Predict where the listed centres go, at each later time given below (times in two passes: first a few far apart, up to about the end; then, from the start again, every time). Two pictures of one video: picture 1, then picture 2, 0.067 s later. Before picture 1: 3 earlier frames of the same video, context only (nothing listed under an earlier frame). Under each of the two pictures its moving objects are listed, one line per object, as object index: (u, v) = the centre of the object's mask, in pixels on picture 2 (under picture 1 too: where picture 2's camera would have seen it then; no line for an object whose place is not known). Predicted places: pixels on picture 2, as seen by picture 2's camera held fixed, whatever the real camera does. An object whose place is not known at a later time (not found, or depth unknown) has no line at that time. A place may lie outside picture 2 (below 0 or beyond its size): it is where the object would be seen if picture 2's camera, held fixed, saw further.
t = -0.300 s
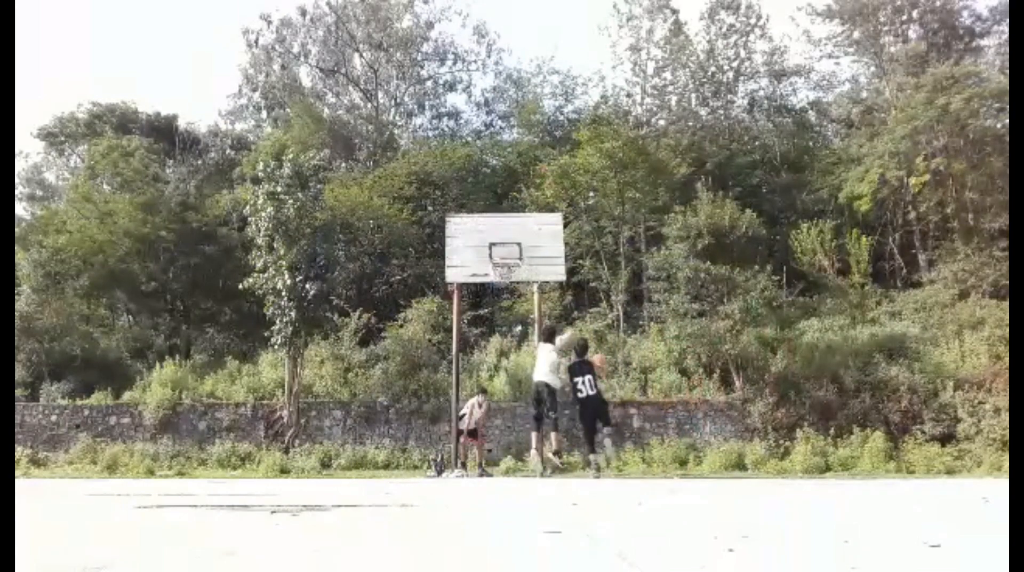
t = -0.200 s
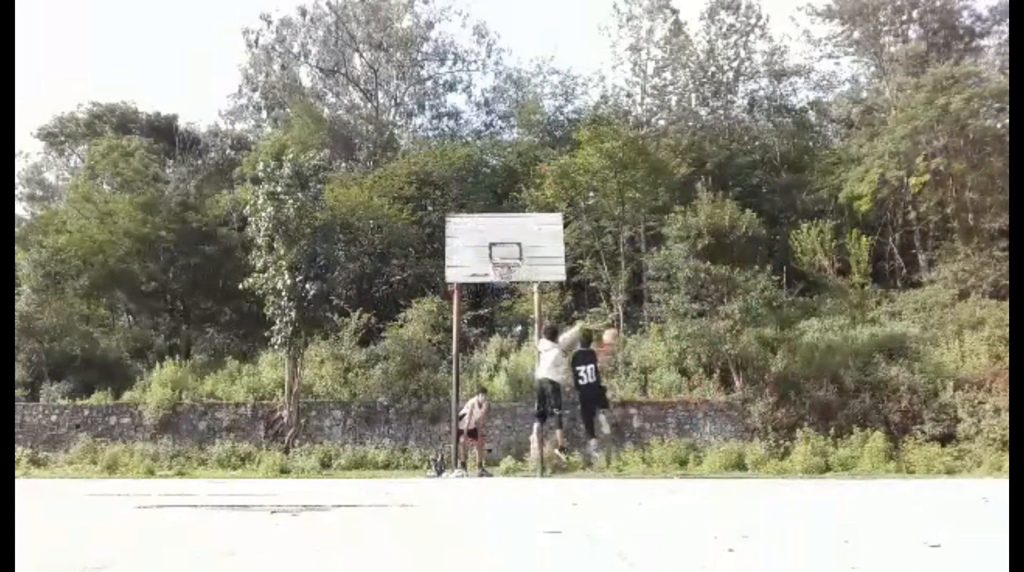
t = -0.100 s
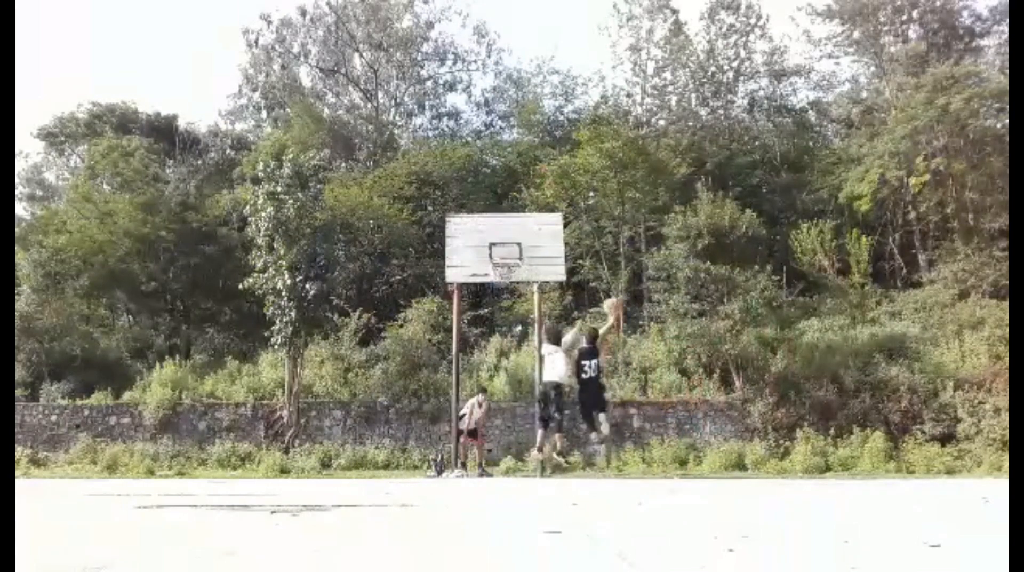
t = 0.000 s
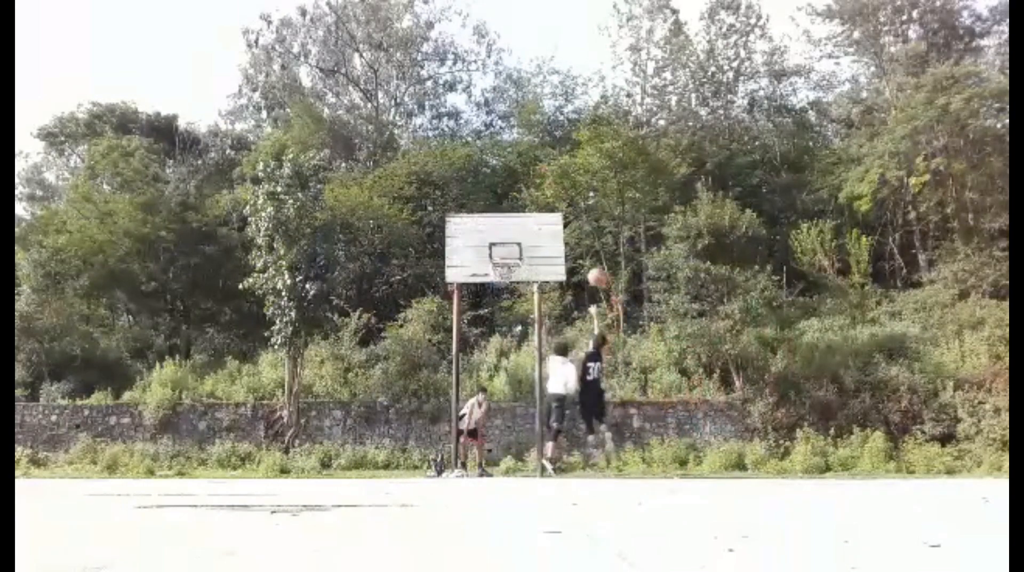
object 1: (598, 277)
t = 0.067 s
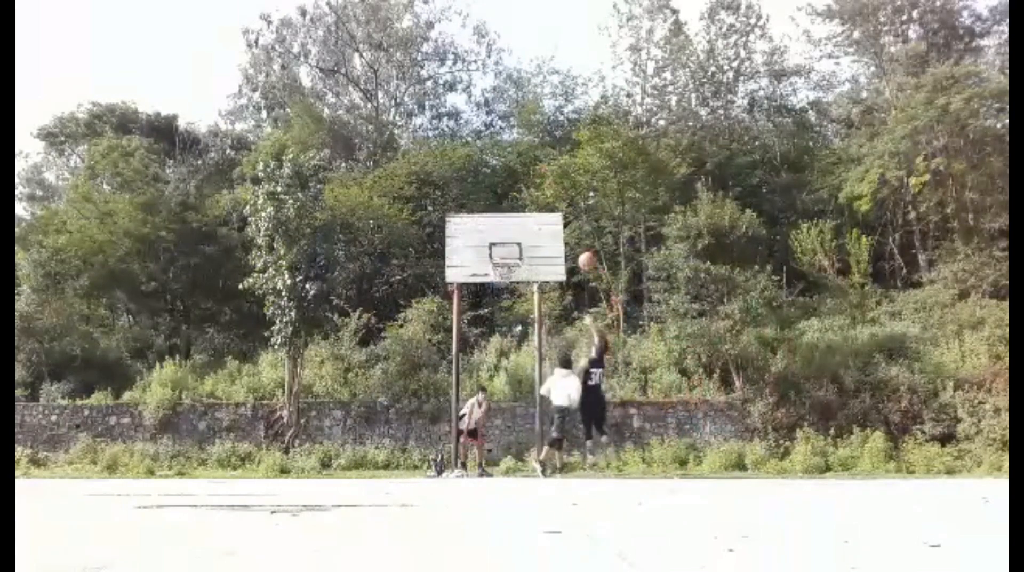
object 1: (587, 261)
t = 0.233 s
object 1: (566, 239)
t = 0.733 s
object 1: (516, 256)
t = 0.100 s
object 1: (583, 255)
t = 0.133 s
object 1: (578, 250)
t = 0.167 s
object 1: (575, 247)
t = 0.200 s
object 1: (569, 240)
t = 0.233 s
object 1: (566, 239)
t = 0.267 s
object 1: (562, 236)
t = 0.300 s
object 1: (557, 233)
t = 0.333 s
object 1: (552, 232)
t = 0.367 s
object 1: (547, 231)
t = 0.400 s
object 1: (543, 231)
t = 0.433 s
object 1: (540, 231)
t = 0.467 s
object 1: (537, 232)
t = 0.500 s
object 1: (534, 232)
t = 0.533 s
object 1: (532, 234)
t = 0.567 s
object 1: (529, 236)
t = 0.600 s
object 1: (527, 239)
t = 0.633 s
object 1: (524, 243)
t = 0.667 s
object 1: (521, 247)
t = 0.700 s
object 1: (518, 252)
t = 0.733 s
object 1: (516, 256)
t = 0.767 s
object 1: (514, 263)
